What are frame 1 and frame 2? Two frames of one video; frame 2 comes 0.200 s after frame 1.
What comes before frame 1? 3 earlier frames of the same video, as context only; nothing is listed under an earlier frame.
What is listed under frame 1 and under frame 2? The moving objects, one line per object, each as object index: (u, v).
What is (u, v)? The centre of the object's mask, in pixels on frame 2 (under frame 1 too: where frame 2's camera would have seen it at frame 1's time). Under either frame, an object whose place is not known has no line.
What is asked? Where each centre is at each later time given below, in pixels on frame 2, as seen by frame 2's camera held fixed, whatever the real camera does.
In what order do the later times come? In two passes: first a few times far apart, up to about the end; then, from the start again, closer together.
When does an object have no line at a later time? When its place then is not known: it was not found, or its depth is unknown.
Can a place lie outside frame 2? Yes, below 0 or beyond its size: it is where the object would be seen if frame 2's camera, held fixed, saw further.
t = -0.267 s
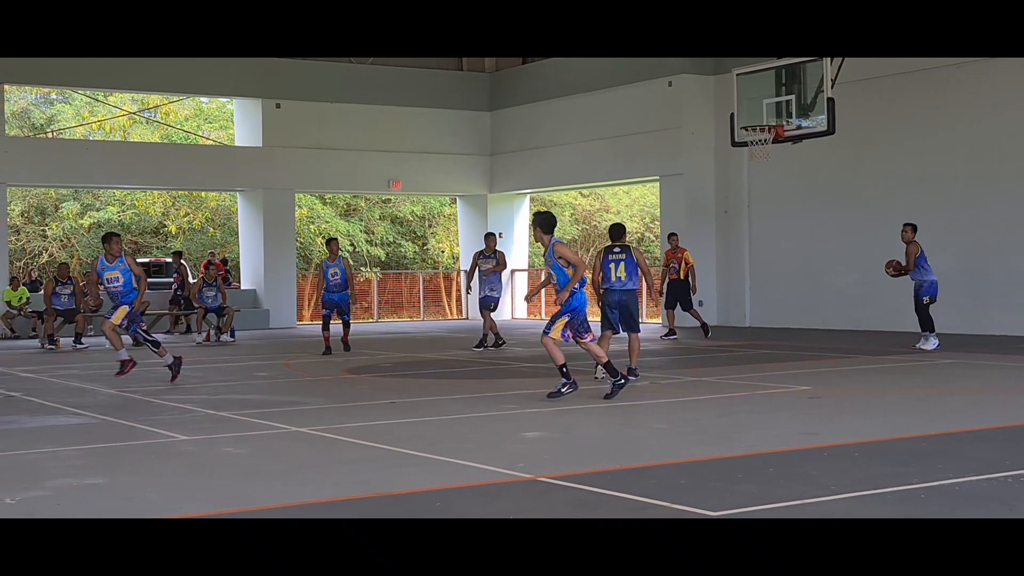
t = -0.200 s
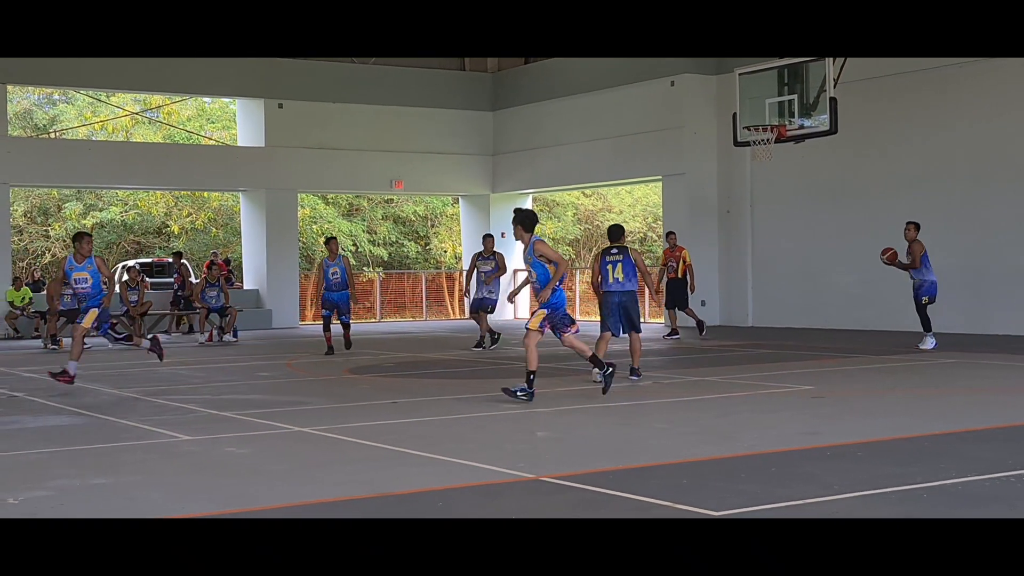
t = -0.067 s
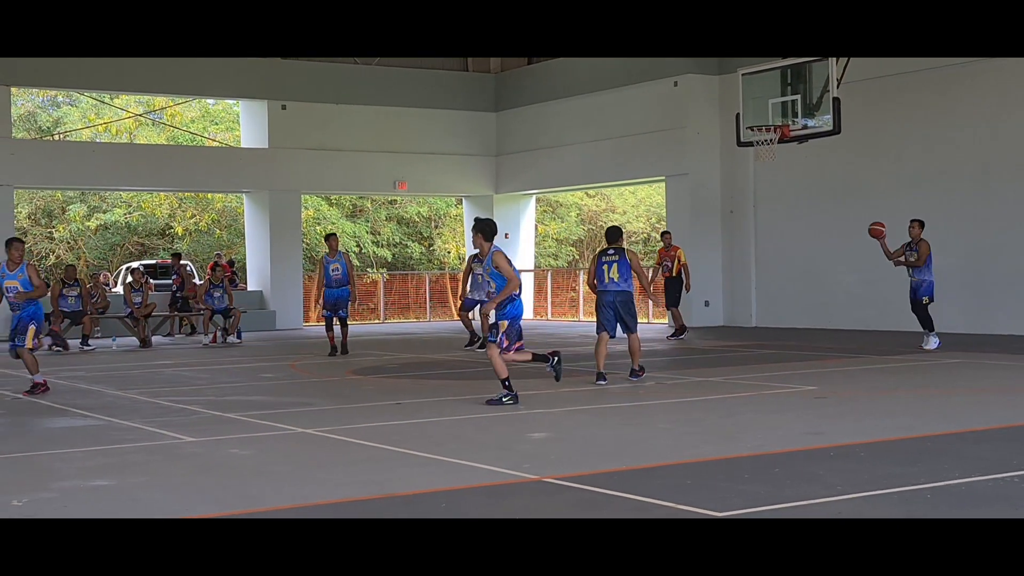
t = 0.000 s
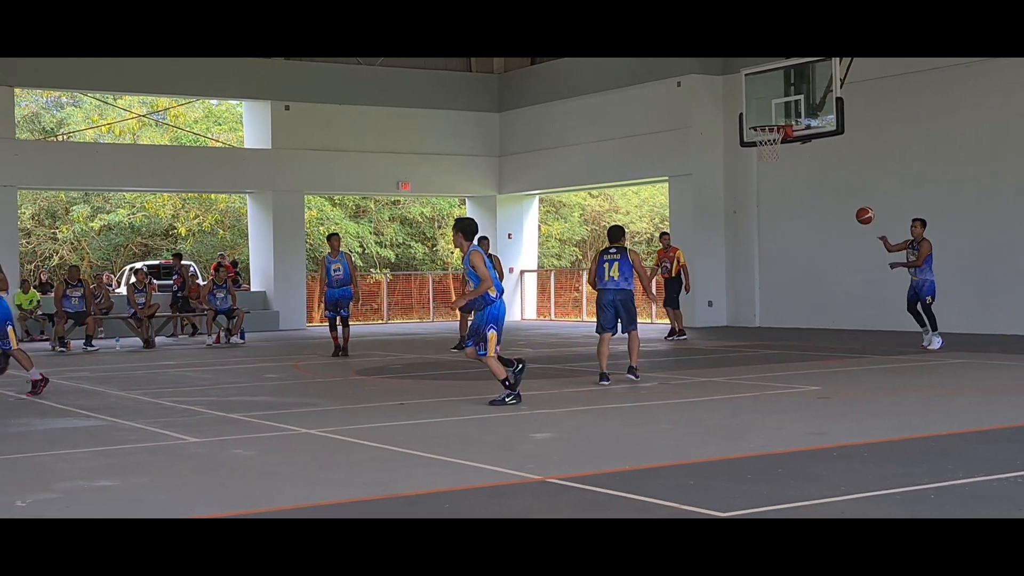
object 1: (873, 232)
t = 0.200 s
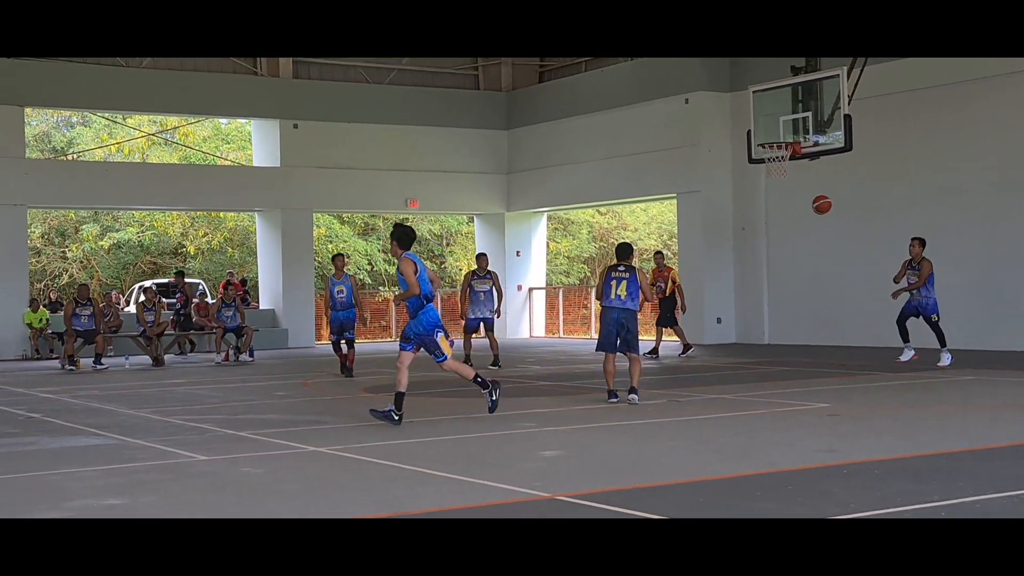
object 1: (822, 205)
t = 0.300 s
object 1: (793, 201)
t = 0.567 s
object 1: (707, 232)
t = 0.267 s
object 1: (803, 201)
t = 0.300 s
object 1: (793, 201)
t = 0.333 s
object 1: (784, 202)
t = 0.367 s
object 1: (773, 203)
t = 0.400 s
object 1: (763, 206)
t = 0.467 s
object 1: (741, 213)
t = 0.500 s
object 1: (730, 218)
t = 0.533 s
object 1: (719, 224)
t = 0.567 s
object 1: (707, 232)
